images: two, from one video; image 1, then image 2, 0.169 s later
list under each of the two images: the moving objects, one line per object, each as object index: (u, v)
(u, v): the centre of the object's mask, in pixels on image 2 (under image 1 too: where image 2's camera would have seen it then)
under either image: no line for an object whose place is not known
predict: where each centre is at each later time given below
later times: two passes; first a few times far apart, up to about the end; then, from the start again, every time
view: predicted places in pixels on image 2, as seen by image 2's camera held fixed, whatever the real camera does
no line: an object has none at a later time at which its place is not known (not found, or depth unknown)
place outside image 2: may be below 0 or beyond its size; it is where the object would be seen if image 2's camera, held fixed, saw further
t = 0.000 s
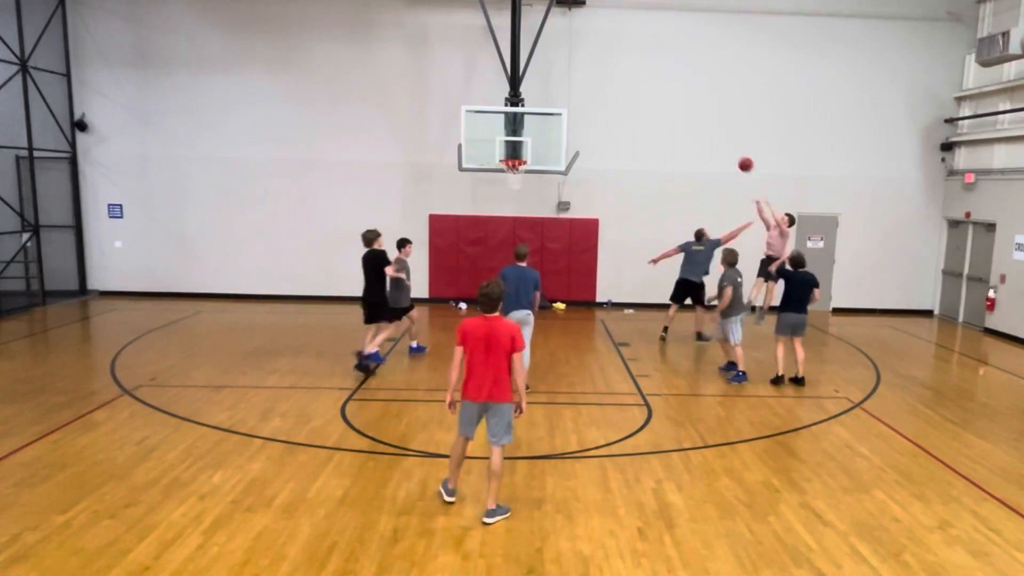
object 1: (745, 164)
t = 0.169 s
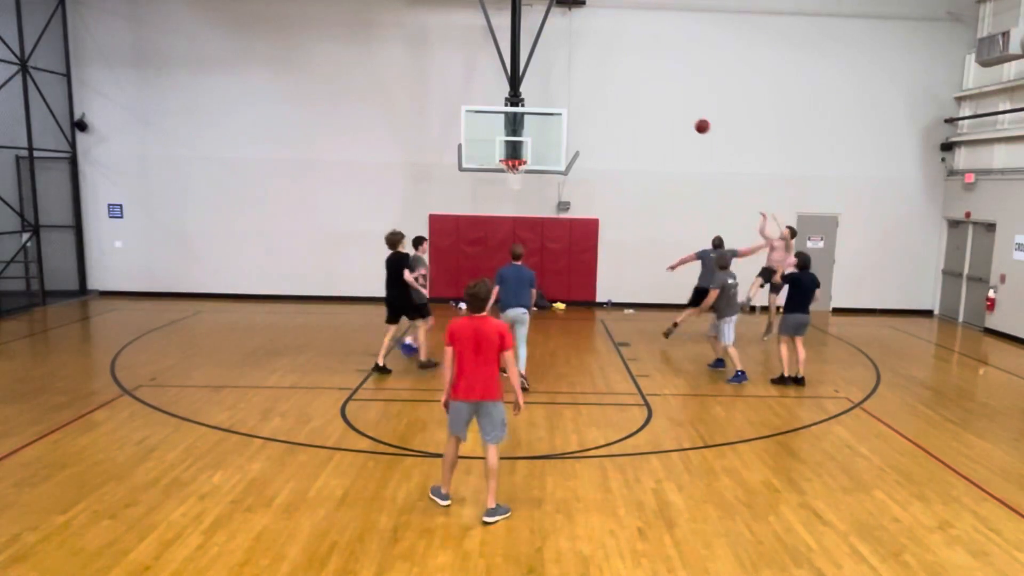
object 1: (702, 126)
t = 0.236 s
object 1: (684, 116)
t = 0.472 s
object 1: (624, 101)
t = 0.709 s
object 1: (566, 119)
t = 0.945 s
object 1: (517, 164)
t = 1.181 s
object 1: (493, 182)
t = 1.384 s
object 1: (483, 212)
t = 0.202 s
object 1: (693, 121)
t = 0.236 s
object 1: (684, 116)
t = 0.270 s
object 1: (676, 112)
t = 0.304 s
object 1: (667, 108)
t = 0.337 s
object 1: (658, 106)
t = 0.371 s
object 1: (650, 104)
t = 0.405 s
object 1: (641, 102)
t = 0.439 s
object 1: (633, 102)
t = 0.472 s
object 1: (624, 101)
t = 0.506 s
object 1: (616, 102)
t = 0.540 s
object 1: (608, 103)
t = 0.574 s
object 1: (599, 105)
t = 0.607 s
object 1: (591, 108)
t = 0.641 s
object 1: (583, 111)
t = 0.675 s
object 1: (575, 115)
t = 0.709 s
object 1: (566, 119)
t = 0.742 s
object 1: (558, 125)
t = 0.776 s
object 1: (549, 130)
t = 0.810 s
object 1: (542, 137)
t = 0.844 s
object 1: (534, 144)
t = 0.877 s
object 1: (526, 151)
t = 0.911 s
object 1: (520, 157)
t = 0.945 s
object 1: (517, 164)
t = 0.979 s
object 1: (504, 173)
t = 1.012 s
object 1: (501, 174)
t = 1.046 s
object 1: (499, 176)
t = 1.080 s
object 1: (498, 176)
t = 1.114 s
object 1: (496, 177)
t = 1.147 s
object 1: (495, 179)
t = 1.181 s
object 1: (493, 182)
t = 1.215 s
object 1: (491, 185)
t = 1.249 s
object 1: (490, 189)
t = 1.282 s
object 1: (488, 194)
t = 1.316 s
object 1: (487, 199)
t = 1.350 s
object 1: (485, 205)
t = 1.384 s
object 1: (483, 212)
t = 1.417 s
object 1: (481, 218)
